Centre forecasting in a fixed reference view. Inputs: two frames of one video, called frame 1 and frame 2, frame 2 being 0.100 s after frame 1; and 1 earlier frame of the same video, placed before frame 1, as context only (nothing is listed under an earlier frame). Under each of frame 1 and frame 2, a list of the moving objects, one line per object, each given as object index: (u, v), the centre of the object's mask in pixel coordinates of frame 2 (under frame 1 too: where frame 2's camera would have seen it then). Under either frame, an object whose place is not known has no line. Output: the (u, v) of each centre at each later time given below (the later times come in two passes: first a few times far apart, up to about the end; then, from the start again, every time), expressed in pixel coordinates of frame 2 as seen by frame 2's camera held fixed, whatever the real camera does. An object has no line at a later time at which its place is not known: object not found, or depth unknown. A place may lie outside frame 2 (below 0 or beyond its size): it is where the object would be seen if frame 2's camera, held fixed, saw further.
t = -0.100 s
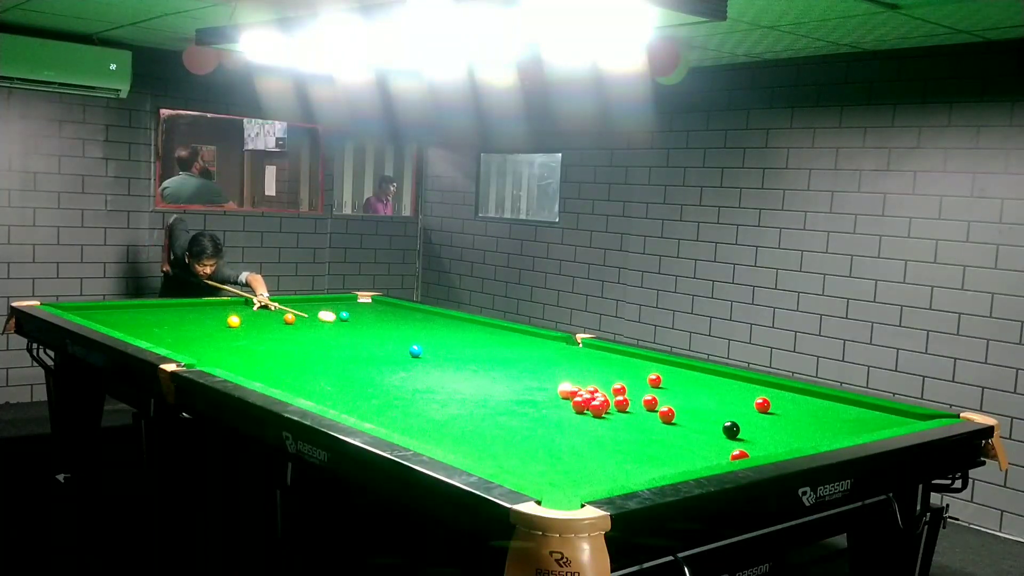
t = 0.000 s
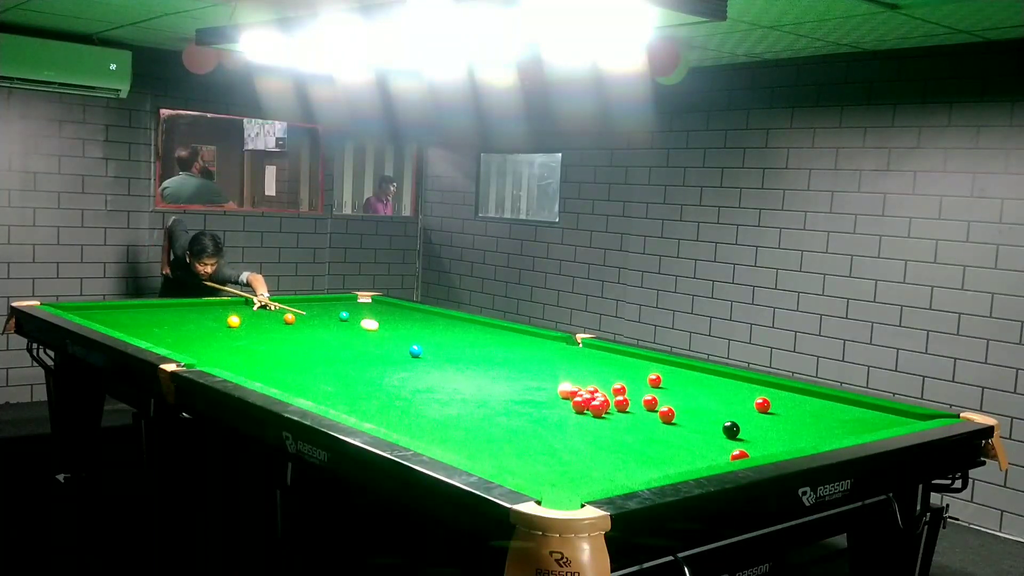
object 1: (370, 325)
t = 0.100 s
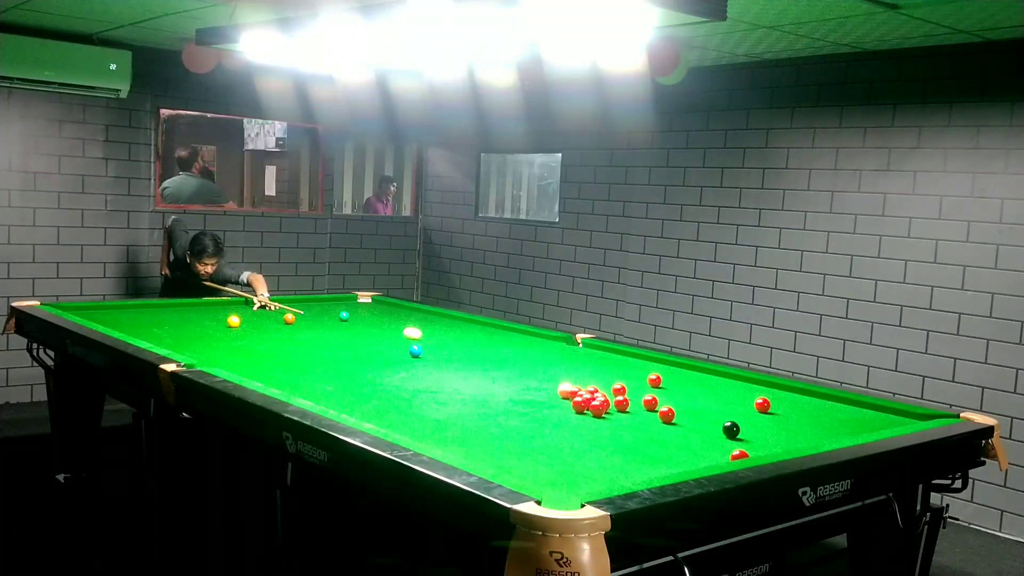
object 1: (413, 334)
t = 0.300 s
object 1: (498, 351)
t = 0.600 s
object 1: (619, 375)
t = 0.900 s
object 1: (747, 405)
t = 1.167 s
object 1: (779, 424)
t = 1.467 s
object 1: (795, 440)
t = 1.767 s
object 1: (710, 435)
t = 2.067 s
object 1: (631, 429)
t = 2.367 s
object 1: (556, 424)
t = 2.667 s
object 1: (486, 419)
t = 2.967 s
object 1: (419, 415)
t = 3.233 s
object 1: (362, 411)
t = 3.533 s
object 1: (337, 404)
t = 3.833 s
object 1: (344, 397)
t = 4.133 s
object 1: (349, 391)
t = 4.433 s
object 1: (354, 385)
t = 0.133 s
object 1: (427, 336)
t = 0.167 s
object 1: (441, 339)
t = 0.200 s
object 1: (455, 342)
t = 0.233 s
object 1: (470, 345)
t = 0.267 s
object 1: (483, 348)
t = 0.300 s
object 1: (498, 351)
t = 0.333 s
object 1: (511, 353)
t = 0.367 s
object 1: (525, 356)
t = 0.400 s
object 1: (539, 359)
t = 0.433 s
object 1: (552, 362)
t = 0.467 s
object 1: (565, 364)
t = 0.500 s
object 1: (579, 367)
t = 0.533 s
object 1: (592, 370)
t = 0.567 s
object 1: (605, 373)
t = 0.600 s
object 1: (619, 375)
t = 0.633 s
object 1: (633, 379)
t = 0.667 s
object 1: (647, 381)
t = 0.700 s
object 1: (663, 385)
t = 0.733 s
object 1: (677, 388)
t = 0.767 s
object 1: (693, 391)
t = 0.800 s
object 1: (709, 395)
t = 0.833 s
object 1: (725, 398)
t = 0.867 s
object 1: (741, 402)
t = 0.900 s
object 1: (747, 405)
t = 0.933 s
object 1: (748, 406)
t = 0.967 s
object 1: (751, 409)
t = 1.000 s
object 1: (754, 411)
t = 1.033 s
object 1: (758, 413)
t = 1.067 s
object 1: (763, 416)
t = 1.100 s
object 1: (768, 419)
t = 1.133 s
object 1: (773, 421)
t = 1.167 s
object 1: (779, 424)
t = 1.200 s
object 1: (784, 427)
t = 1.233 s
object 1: (790, 429)
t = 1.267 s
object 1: (796, 432)
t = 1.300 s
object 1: (802, 435)
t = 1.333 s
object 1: (808, 437)
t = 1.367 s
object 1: (813, 439)
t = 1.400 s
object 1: (817, 440)
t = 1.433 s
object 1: (806, 440)
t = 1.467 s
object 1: (795, 440)
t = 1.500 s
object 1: (785, 440)
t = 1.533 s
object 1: (776, 440)
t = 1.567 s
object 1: (766, 439)
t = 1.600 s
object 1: (757, 438)
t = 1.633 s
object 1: (747, 437)
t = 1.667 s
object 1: (738, 437)
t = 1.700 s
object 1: (729, 436)
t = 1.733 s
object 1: (719, 436)
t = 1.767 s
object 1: (710, 435)
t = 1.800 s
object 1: (701, 434)
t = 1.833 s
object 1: (692, 433)
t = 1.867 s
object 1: (683, 433)
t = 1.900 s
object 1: (674, 432)
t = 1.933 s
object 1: (666, 432)
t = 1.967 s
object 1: (657, 431)
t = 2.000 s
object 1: (649, 430)
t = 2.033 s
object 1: (640, 430)
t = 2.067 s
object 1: (631, 429)
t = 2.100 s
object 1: (623, 428)
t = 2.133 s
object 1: (614, 428)
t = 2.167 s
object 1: (606, 427)
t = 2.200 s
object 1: (598, 427)
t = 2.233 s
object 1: (589, 426)
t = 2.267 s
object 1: (581, 426)
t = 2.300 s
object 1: (573, 425)
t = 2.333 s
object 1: (565, 424)
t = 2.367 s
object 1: (556, 424)
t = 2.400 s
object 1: (548, 423)
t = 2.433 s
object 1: (541, 423)
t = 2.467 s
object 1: (533, 422)
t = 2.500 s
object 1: (525, 422)
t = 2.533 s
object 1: (517, 421)
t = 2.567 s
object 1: (509, 421)
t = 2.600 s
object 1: (502, 420)
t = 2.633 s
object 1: (494, 420)
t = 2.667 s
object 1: (486, 419)
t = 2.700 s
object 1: (479, 419)
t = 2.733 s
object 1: (471, 418)
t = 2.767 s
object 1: (463, 418)
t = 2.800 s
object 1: (456, 418)
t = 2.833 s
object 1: (449, 417)
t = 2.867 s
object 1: (441, 417)
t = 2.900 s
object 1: (434, 416)
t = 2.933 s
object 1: (426, 415)
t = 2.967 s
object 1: (419, 415)
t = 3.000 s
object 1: (412, 415)
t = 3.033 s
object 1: (404, 415)
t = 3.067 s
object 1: (397, 414)
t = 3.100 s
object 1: (390, 414)
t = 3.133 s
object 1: (383, 413)
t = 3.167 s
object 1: (376, 413)
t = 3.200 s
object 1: (369, 412)
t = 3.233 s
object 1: (362, 411)
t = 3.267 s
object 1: (355, 410)
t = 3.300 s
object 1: (348, 409)
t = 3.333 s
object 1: (341, 408)
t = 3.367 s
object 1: (335, 407)
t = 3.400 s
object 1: (334, 406)
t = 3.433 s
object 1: (335, 406)
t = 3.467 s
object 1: (336, 405)
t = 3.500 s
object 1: (336, 405)
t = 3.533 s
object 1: (337, 404)
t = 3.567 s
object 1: (337, 404)
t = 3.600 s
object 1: (338, 403)
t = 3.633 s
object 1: (339, 403)
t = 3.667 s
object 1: (340, 402)
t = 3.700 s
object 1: (340, 401)
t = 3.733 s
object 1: (341, 400)
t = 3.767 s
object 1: (342, 399)
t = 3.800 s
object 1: (343, 398)
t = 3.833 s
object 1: (344, 397)
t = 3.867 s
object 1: (344, 397)
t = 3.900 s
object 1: (345, 396)
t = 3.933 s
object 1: (346, 395)
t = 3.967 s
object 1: (346, 394)
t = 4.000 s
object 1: (347, 393)
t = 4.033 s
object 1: (347, 392)
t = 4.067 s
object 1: (348, 392)
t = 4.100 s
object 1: (348, 391)
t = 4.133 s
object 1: (349, 391)
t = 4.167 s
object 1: (350, 390)
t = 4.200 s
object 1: (350, 389)
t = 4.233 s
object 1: (351, 388)
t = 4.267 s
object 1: (351, 388)
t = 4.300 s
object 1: (352, 387)
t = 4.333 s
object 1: (353, 386)
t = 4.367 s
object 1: (353, 386)
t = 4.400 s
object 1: (353, 385)
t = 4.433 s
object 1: (354, 385)
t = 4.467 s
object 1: (354, 384)
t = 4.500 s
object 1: (355, 383)
